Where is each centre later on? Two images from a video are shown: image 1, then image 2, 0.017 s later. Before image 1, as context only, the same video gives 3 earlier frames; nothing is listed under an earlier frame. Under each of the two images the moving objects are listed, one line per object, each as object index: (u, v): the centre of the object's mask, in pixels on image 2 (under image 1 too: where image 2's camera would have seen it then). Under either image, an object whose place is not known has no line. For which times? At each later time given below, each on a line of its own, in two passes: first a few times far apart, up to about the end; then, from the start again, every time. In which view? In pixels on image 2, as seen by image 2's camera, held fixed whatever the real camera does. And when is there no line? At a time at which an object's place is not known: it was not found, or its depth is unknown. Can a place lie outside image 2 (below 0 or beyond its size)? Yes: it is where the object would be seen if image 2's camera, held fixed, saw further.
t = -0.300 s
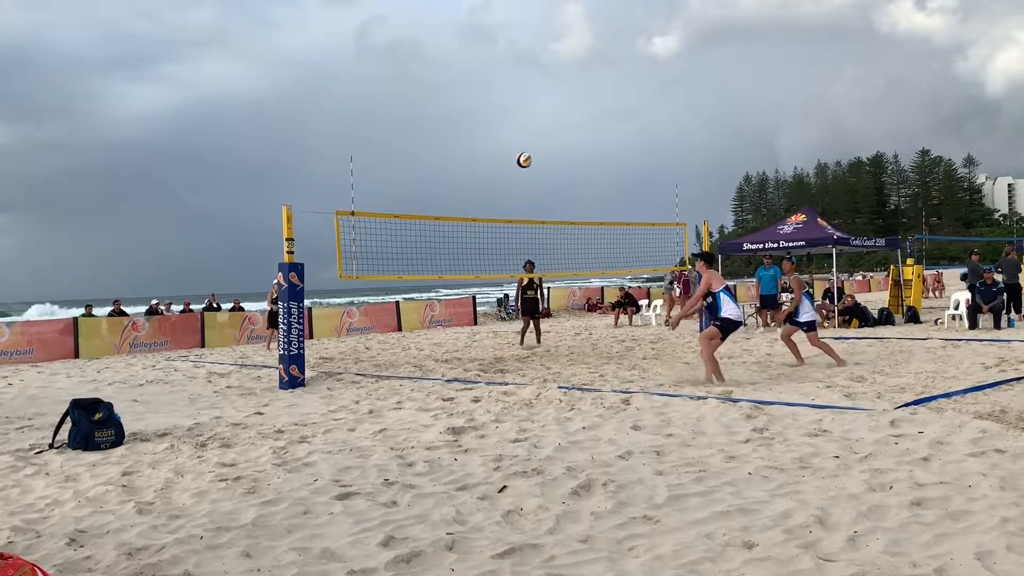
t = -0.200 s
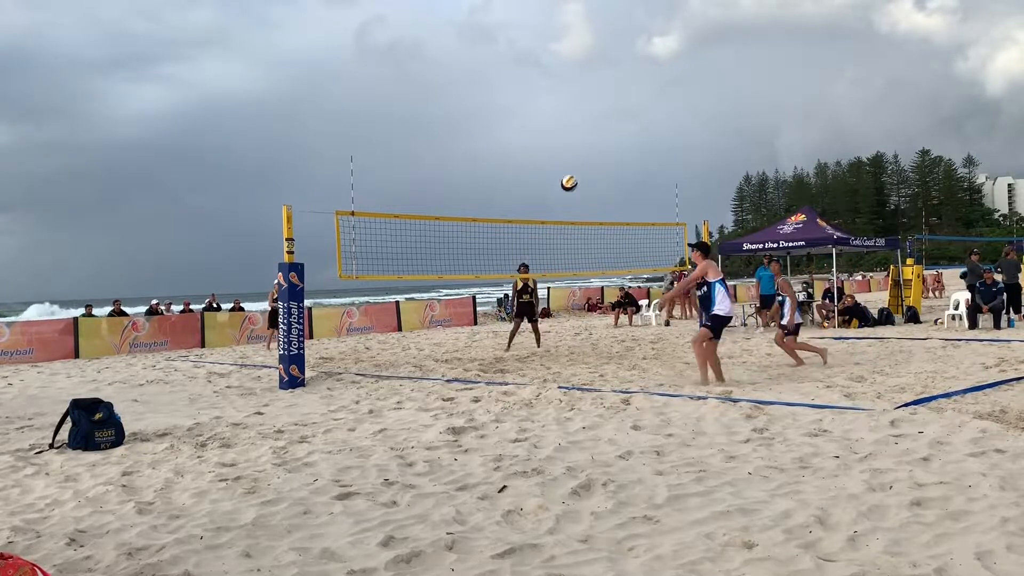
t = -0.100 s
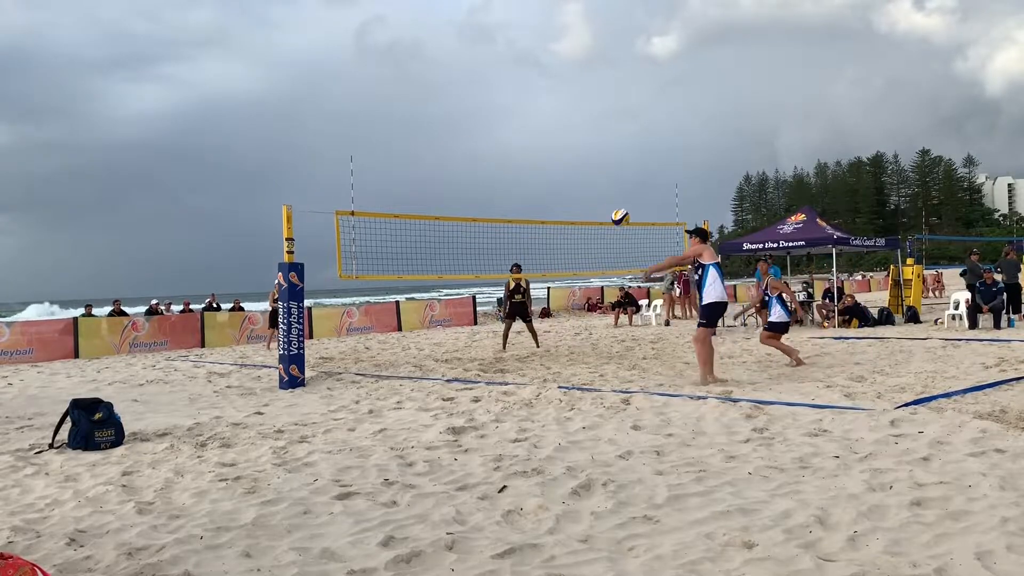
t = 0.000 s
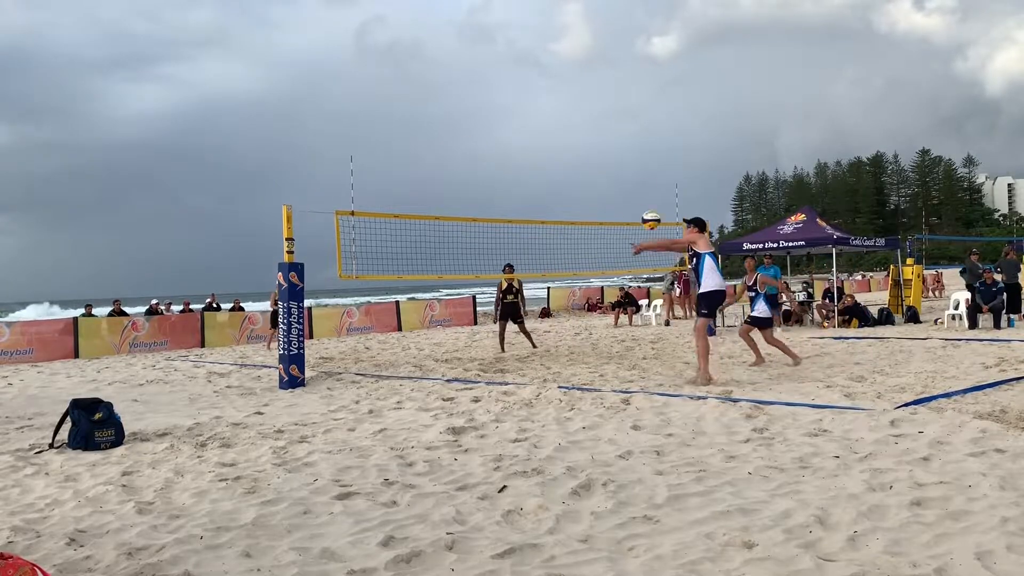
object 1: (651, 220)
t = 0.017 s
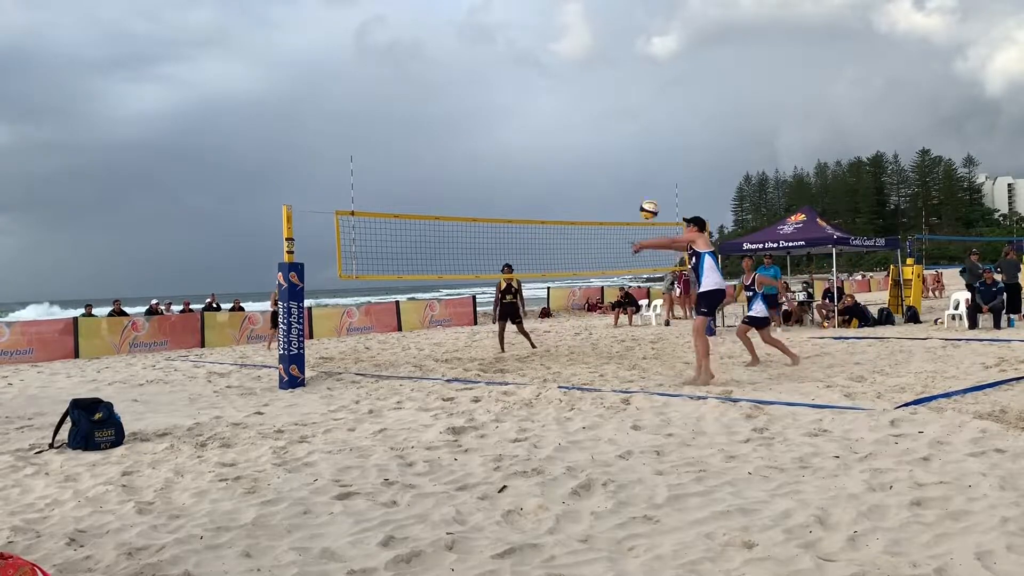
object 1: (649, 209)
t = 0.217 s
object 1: (628, 109)
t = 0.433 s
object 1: (608, 45)
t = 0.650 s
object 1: (589, 24)
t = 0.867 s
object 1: (574, 41)
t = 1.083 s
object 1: (559, 92)
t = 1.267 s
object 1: (547, 158)
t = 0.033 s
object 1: (647, 199)
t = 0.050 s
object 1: (645, 190)
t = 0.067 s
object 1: (644, 180)
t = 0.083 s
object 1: (642, 171)
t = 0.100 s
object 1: (640, 163)
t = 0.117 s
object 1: (637, 154)
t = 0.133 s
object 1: (635, 146)
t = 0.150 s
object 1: (633, 138)
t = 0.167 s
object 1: (632, 130)
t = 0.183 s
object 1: (631, 123)
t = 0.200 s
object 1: (629, 115)
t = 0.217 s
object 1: (628, 109)
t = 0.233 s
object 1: (626, 102)
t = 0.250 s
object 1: (624, 96)
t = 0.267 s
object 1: (623, 89)
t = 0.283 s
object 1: (621, 84)
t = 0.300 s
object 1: (620, 79)
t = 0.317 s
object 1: (619, 74)
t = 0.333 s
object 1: (617, 69)
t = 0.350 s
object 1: (615, 64)
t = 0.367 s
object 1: (613, 60)
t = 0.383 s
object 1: (612, 56)
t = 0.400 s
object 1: (610, 52)
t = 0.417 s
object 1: (609, 48)
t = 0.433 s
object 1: (608, 45)
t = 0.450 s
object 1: (606, 42)
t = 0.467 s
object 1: (605, 39)
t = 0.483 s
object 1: (604, 37)
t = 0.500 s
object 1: (602, 34)
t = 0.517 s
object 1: (601, 32)
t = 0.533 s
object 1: (599, 30)
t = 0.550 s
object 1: (598, 29)
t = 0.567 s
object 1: (597, 27)
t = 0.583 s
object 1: (596, 26)
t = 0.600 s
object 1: (594, 25)
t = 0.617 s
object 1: (592, 25)
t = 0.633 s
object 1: (591, 25)
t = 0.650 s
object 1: (589, 24)
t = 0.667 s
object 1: (588, 24)
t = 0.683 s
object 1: (587, 24)
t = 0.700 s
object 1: (586, 25)
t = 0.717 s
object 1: (585, 26)
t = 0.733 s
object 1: (583, 27)
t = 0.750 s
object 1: (582, 27)
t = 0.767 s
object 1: (581, 28)
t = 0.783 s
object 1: (580, 30)
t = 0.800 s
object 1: (578, 32)
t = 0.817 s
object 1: (578, 34)
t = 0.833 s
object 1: (577, 36)
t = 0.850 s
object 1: (575, 39)
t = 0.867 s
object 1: (574, 41)
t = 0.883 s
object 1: (572, 44)
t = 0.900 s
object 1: (571, 47)
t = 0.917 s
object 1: (570, 50)
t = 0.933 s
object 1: (569, 53)
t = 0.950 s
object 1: (568, 57)
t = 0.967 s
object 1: (567, 60)
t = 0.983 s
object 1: (566, 65)
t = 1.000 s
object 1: (564, 69)
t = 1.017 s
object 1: (563, 73)
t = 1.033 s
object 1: (563, 77)
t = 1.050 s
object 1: (561, 82)
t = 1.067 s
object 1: (560, 87)
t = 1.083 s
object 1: (559, 92)
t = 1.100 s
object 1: (558, 97)
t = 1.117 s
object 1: (557, 103)
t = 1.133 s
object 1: (555, 109)
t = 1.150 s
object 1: (554, 114)
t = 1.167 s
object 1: (554, 120)
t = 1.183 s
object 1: (553, 125)
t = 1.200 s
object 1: (551, 132)
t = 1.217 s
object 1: (550, 138)
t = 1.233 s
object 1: (549, 144)
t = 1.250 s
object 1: (548, 152)
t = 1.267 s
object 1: (547, 158)
